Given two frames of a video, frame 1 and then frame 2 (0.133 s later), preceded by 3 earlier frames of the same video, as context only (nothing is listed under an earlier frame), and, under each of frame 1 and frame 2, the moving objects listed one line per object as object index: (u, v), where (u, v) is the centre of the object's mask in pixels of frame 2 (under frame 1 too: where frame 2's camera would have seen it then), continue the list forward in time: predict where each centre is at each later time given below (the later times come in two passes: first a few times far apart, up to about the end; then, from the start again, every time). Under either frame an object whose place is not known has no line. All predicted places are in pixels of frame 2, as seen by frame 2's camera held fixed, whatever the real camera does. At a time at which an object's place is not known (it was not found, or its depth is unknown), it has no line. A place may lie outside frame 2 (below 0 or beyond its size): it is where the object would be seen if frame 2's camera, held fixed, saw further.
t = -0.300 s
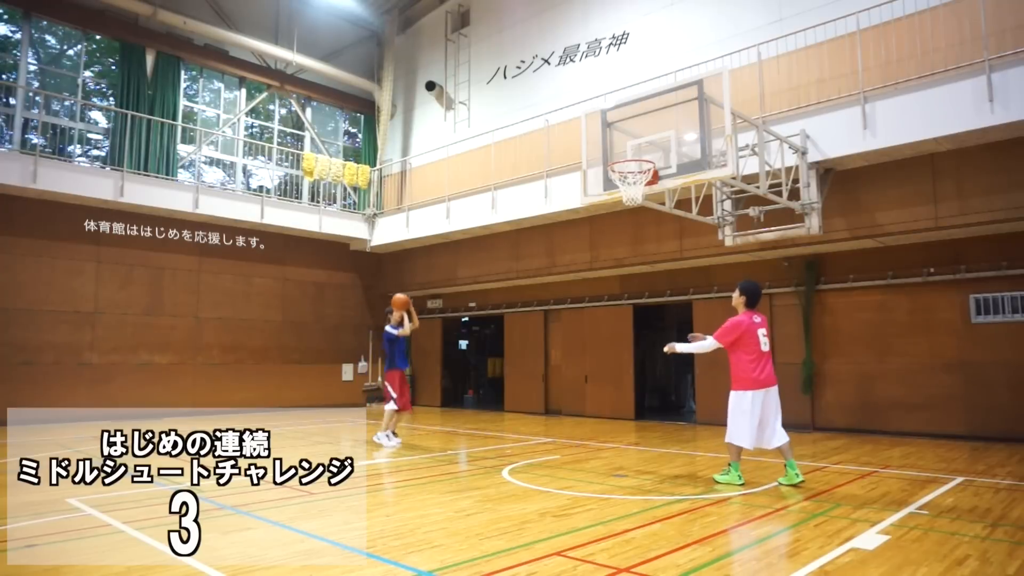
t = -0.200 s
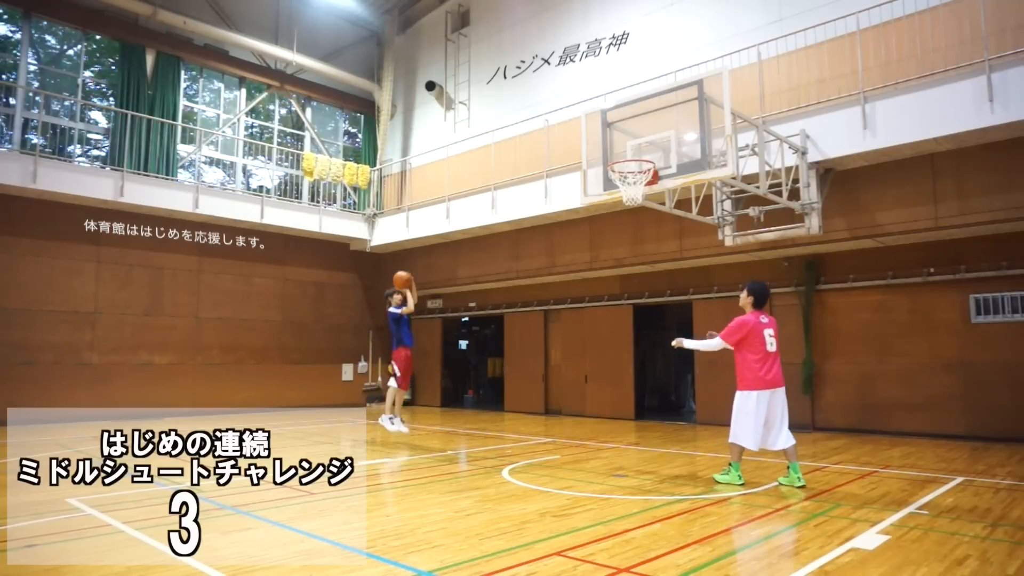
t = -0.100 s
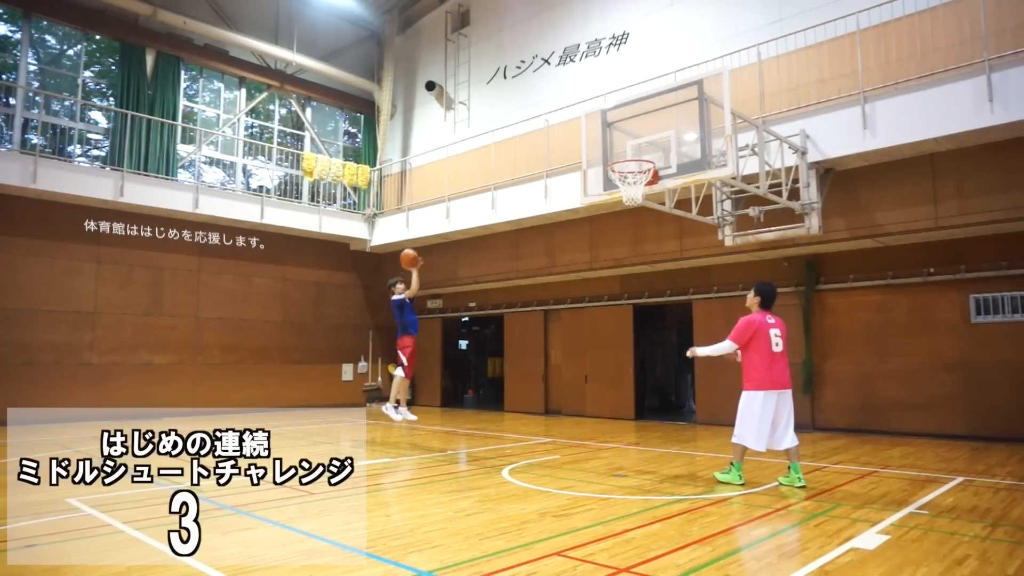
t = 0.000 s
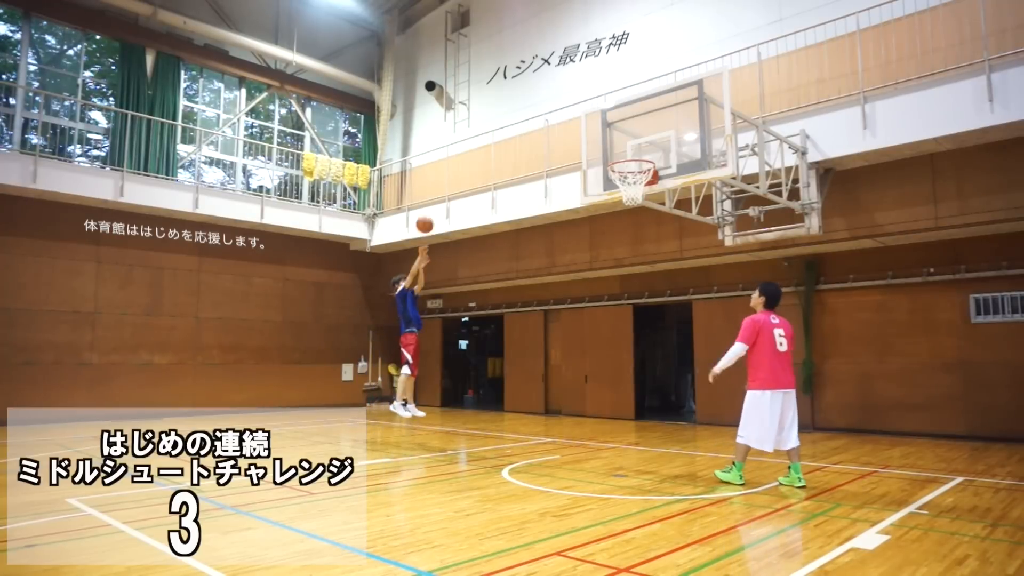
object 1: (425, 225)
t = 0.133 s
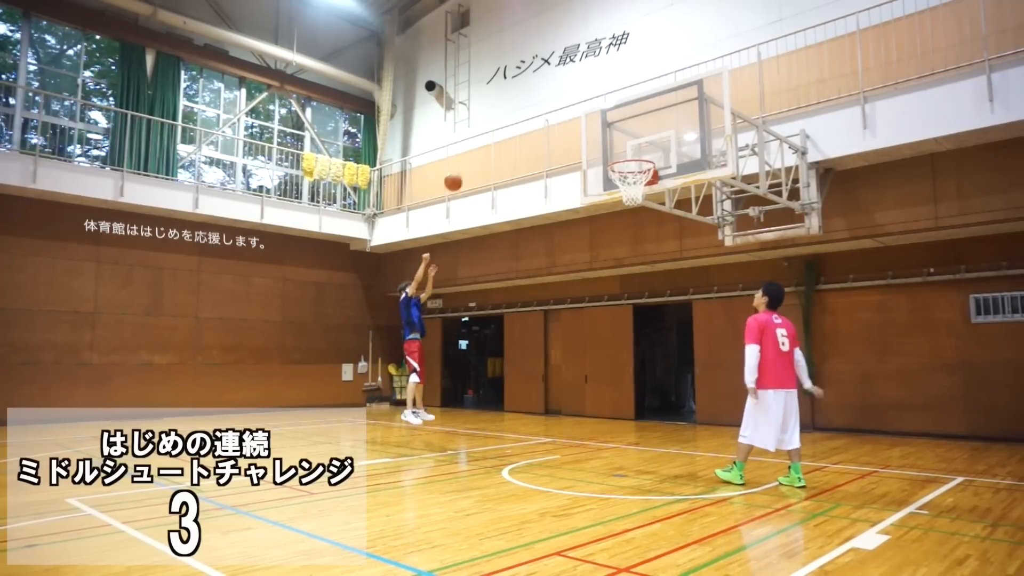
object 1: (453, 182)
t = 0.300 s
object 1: (491, 143)
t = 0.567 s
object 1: (558, 122)
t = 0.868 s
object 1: (638, 162)
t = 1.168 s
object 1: (633, 161)
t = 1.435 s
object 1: (626, 161)
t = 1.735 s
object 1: (628, 184)
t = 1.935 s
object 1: (639, 217)
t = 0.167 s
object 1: (460, 173)
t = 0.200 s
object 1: (468, 164)
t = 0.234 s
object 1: (476, 157)
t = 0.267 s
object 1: (483, 150)
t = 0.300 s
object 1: (491, 143)
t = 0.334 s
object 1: (499, 138)
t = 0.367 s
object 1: (507, 133)
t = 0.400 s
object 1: (515, 129)
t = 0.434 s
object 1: (524, 126)
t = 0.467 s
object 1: (532, 124)
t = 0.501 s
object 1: (541, 122)
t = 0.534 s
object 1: (550, 122)
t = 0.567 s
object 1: (558, 122)
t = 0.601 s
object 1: (568, 123)
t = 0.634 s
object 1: (577, 125)
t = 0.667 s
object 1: (586, 129)
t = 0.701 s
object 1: (597, 133)
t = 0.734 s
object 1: (606, 138)
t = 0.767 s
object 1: (616, 144)
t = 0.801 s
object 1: (627, 151)
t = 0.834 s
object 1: (637, 160)
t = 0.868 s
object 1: (638, 162)
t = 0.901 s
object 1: (636, 162)
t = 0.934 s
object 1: (631, 161)
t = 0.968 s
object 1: (623, 161)
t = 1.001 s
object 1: (619, 161)
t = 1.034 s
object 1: (622, 159)
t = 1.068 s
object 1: (624, 158)
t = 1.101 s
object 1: (627, 158)
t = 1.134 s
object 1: (630, 159)
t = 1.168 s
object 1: (633, 161)
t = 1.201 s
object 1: (634, 163)
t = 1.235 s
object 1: (633, 161)
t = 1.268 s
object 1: (632, 160)
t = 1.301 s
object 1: (630, 159)
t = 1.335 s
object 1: (629, 160)
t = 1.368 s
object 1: (628, 160)
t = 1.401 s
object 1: (627, 160)
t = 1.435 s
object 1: (626, 161)
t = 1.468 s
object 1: (625, 162)
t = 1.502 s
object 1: (625, 165)
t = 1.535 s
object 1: (624, 168)
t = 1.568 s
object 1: (623, 172)
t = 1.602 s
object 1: (623, 179)
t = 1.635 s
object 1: (624, 182)
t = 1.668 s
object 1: (625, 182)
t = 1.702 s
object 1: (627, 183)
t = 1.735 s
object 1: (628, 184)
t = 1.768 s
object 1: (630, 194)
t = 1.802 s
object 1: (632, 196)
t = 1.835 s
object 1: (634, 198)
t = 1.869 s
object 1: (636, 203)
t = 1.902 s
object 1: (637, 209)
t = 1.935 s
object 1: (639, 217)
